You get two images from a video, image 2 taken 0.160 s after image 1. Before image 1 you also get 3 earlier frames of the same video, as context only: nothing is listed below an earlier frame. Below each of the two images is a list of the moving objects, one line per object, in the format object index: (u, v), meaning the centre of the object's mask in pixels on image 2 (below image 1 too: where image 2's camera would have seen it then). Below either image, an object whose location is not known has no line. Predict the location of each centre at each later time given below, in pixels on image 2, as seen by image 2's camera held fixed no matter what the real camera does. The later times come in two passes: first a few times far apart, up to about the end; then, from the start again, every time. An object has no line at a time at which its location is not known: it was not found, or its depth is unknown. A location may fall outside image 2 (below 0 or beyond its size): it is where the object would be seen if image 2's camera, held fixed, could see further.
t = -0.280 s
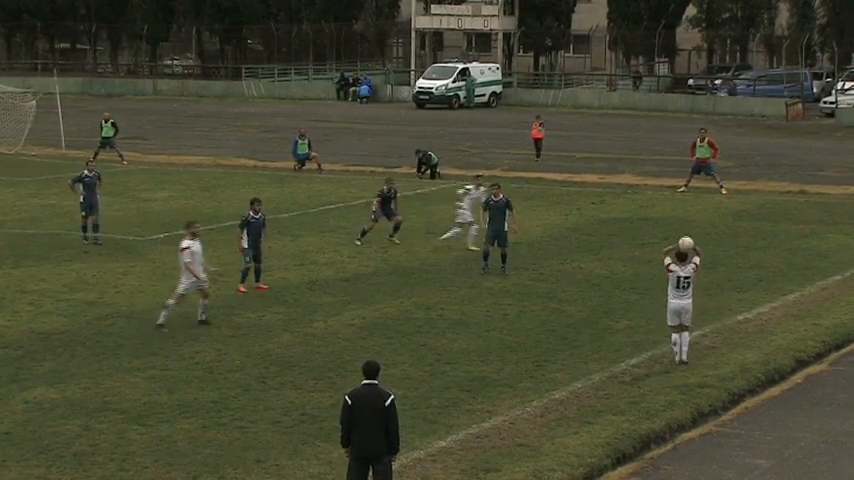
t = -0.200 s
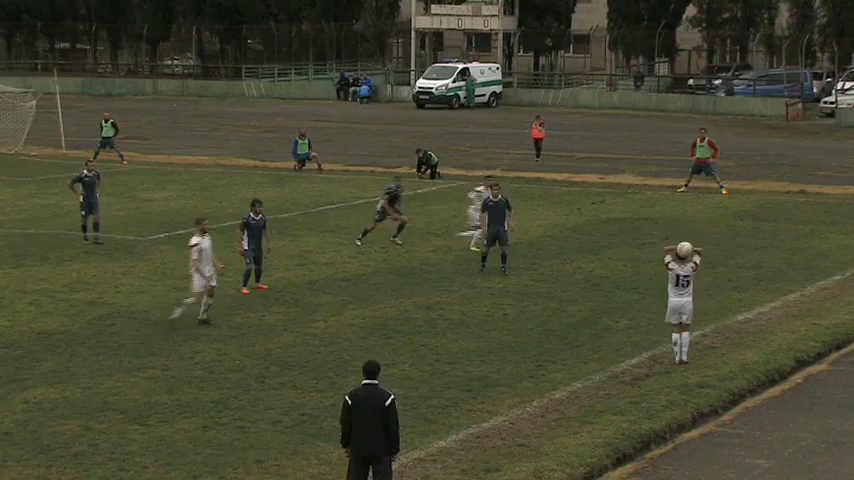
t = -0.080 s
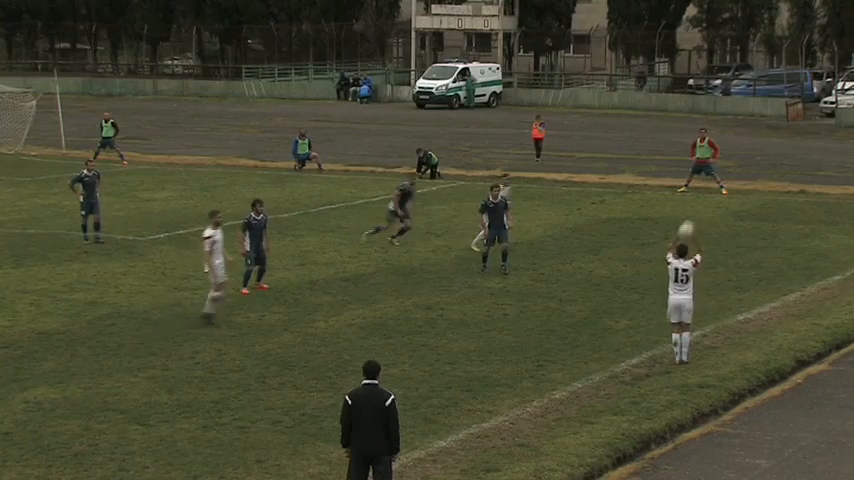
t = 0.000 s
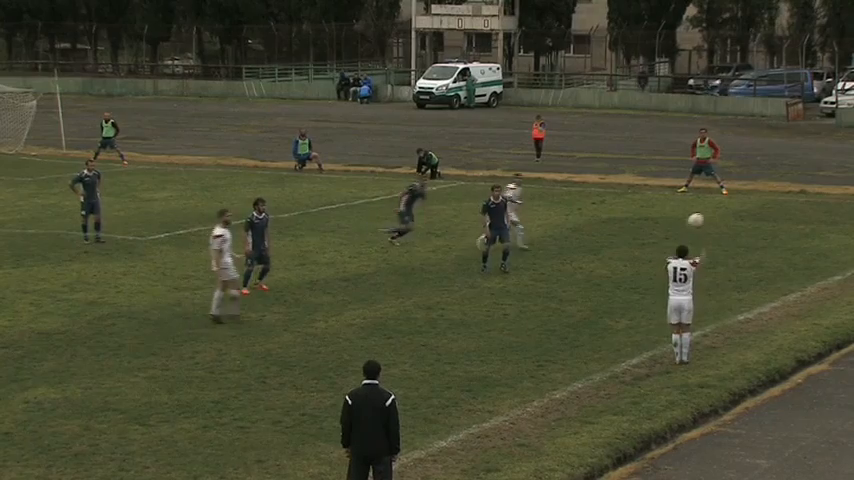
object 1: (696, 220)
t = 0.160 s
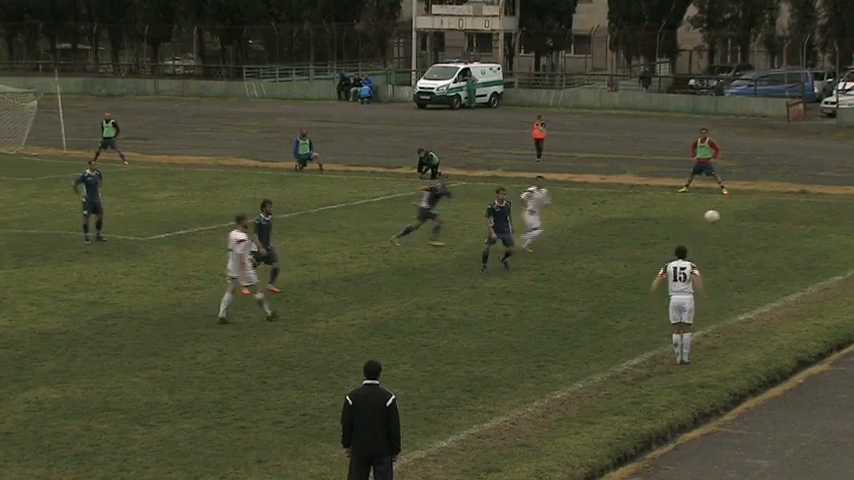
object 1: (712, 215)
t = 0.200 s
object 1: (715, 216)
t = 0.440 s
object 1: (729, 237)
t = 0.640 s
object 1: (734, 275)
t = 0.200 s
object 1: (715, 216)
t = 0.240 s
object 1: (718, 218)
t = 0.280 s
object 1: (721, 220)
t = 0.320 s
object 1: (724, 223)
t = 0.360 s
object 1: (726, 227)
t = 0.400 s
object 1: (728, 231)
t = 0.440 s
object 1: (729, 237)
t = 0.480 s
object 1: (731, 243)
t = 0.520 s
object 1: (732, 250)
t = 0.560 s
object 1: (733, 257)
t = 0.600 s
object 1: (734, 265)
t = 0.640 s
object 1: (734, 275)
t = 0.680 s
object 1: (734, 271)
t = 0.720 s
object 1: (735, 258)
